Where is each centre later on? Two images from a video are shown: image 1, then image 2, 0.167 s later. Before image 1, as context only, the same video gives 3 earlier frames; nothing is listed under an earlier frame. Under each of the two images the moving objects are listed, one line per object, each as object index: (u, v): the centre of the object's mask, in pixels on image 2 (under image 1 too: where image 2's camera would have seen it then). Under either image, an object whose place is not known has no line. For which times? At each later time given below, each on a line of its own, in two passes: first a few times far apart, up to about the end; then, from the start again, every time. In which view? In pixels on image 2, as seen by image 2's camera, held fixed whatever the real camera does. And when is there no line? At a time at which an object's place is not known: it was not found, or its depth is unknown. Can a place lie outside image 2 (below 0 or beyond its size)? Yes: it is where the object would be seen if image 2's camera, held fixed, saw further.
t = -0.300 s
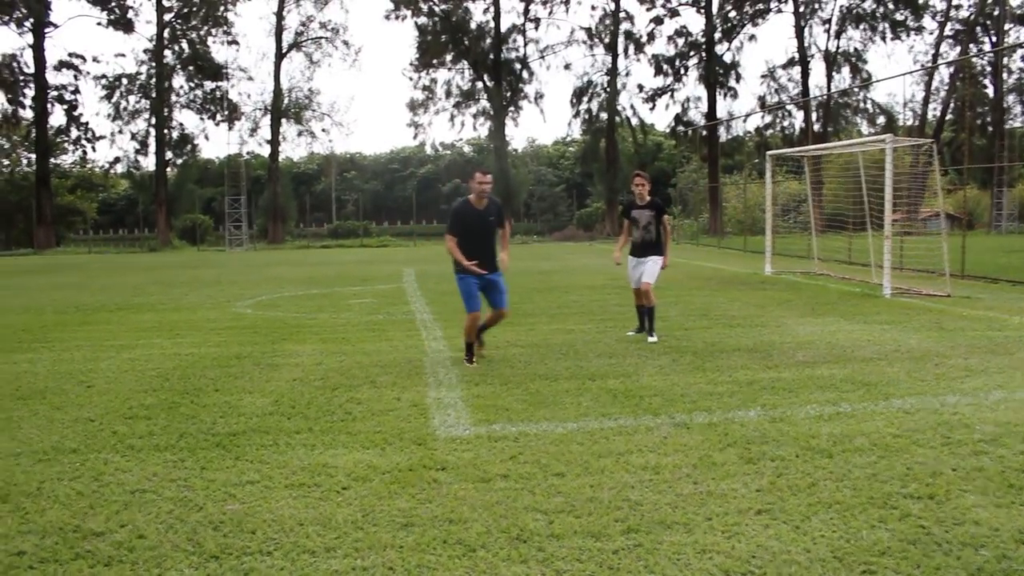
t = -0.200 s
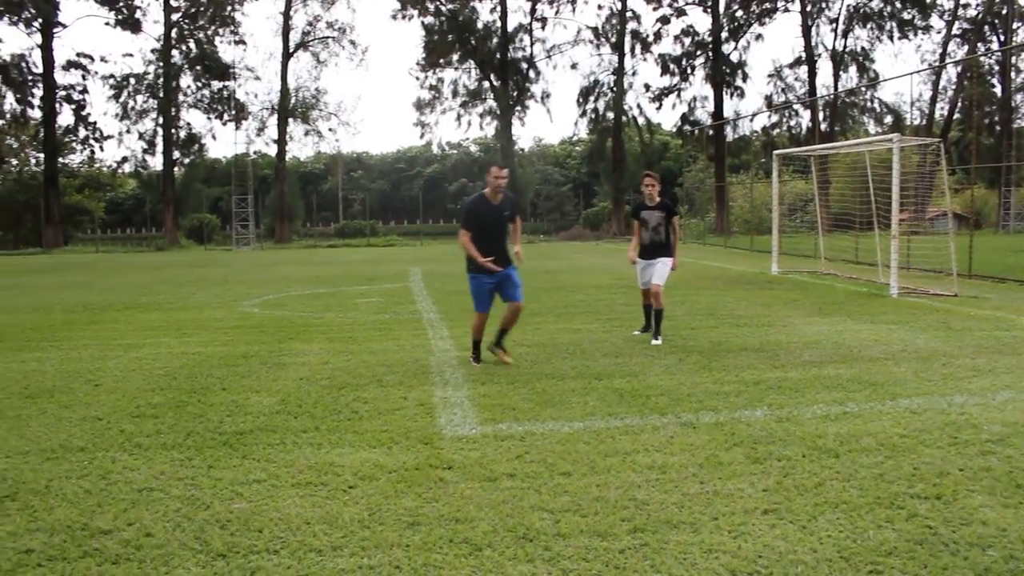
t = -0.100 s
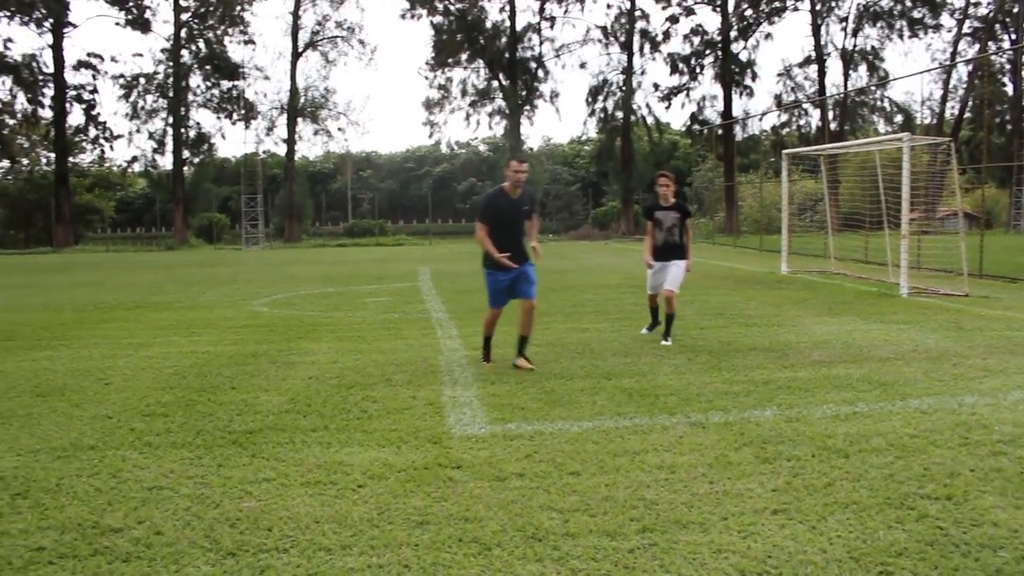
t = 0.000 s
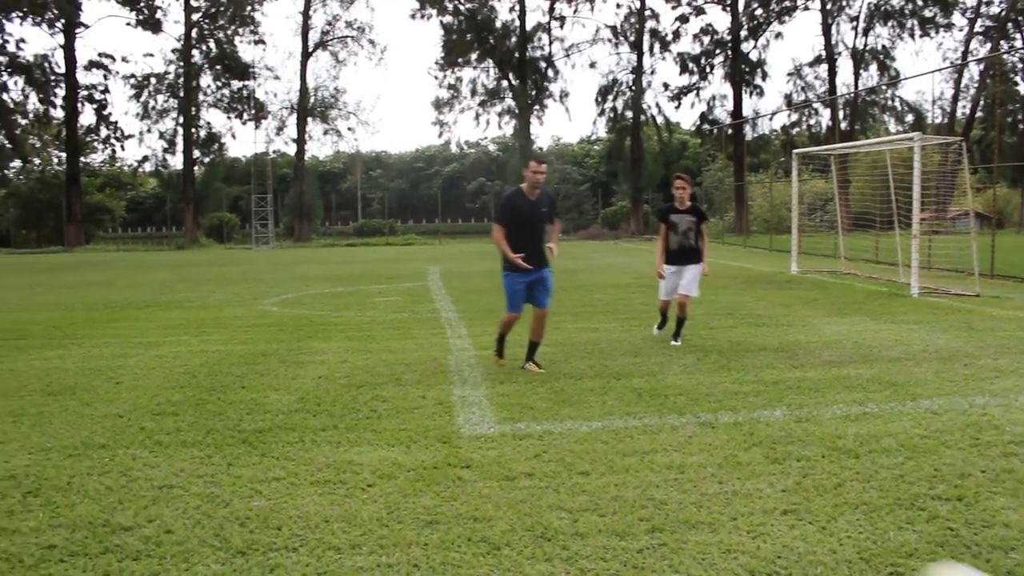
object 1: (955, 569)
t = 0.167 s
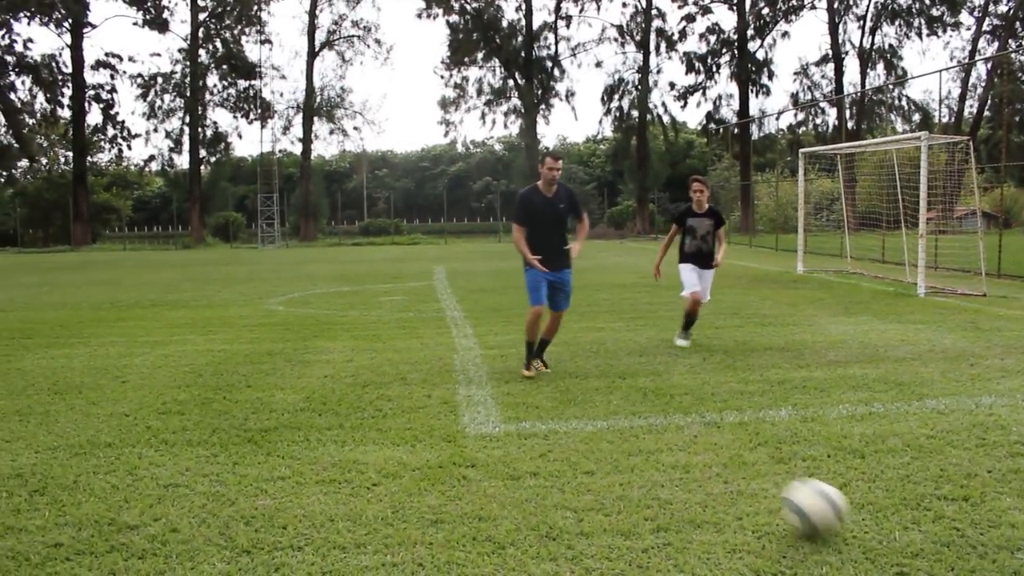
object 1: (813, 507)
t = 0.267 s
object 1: (755, 478)
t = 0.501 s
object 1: (671, 427)
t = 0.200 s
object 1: (792, 496)
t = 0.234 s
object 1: (773, 489)
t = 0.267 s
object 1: (755, 478)
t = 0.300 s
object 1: (741, 467)
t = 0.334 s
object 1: (727, 458)
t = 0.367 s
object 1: (713, 450)
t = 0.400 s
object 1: (700, 445)
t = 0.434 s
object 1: (689, 440)
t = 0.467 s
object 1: (679, 433)
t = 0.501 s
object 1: (671, 427)
